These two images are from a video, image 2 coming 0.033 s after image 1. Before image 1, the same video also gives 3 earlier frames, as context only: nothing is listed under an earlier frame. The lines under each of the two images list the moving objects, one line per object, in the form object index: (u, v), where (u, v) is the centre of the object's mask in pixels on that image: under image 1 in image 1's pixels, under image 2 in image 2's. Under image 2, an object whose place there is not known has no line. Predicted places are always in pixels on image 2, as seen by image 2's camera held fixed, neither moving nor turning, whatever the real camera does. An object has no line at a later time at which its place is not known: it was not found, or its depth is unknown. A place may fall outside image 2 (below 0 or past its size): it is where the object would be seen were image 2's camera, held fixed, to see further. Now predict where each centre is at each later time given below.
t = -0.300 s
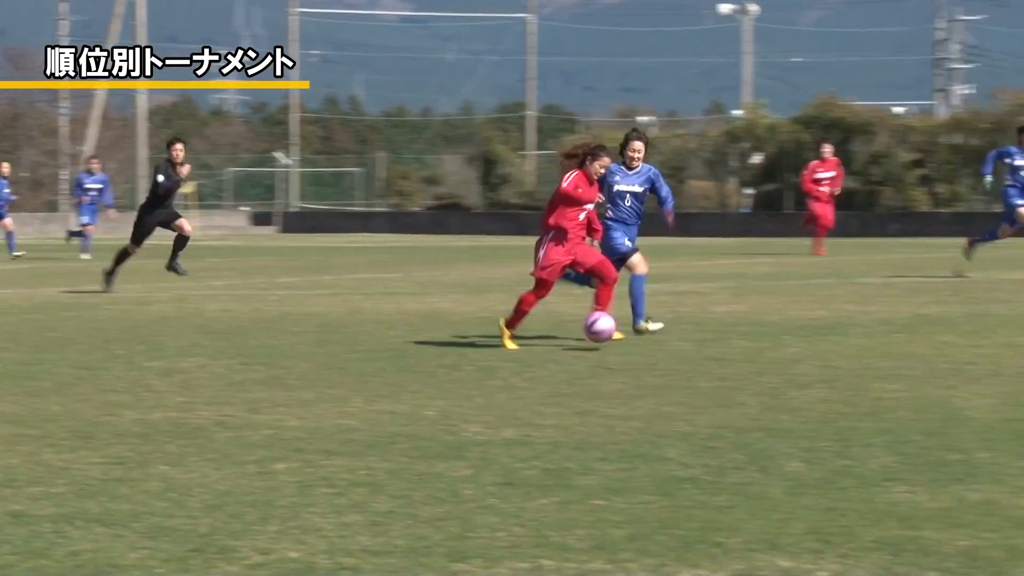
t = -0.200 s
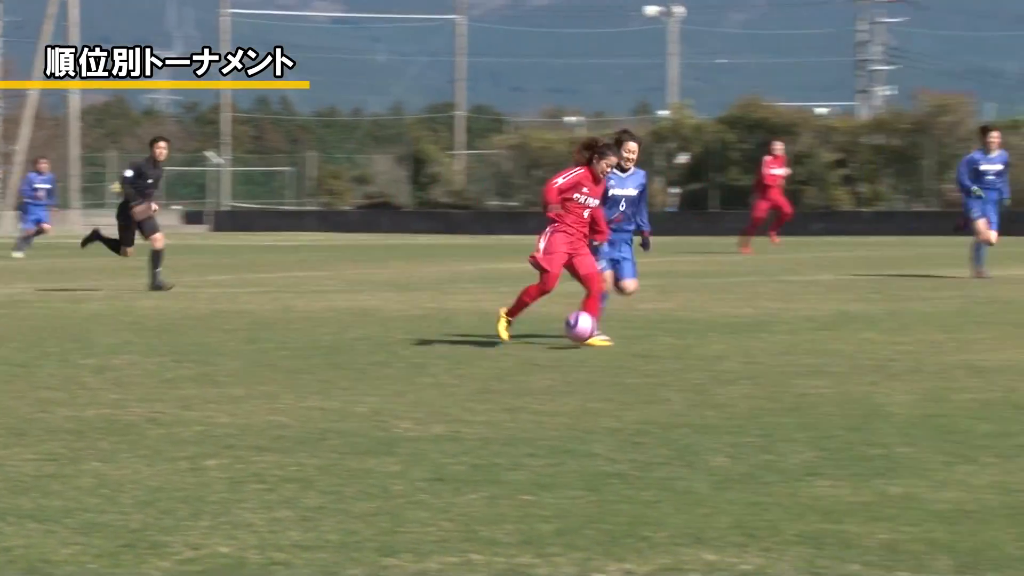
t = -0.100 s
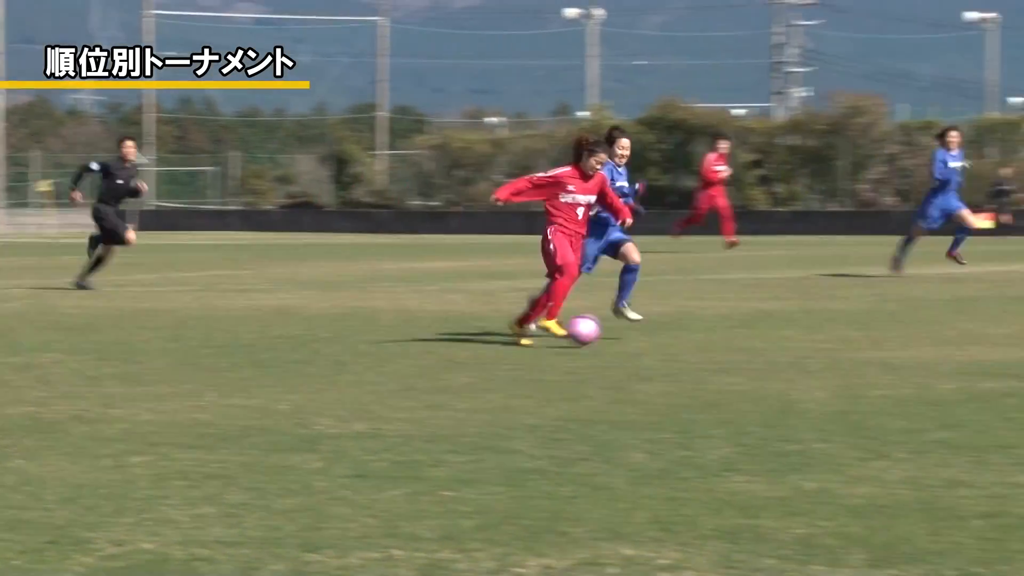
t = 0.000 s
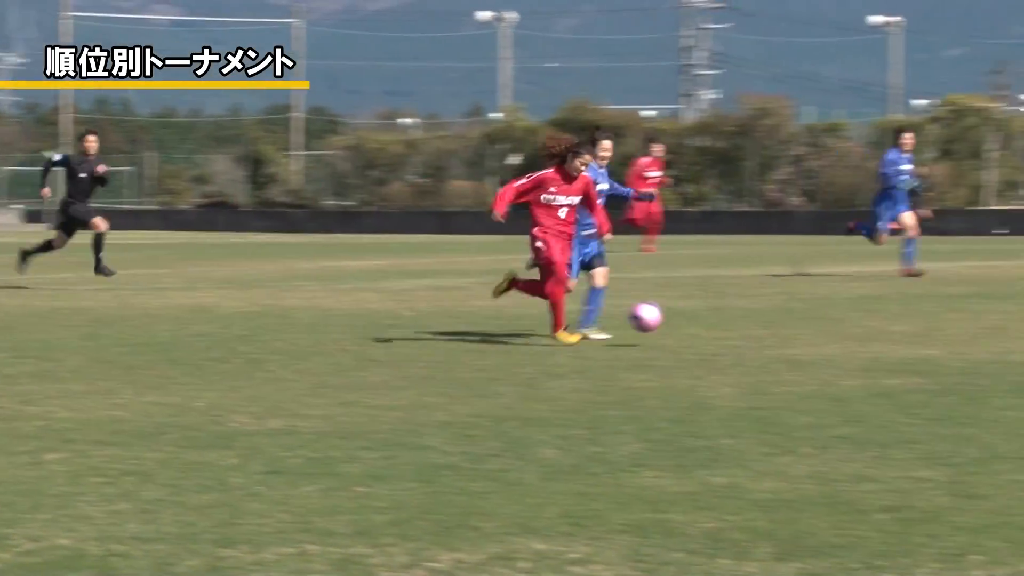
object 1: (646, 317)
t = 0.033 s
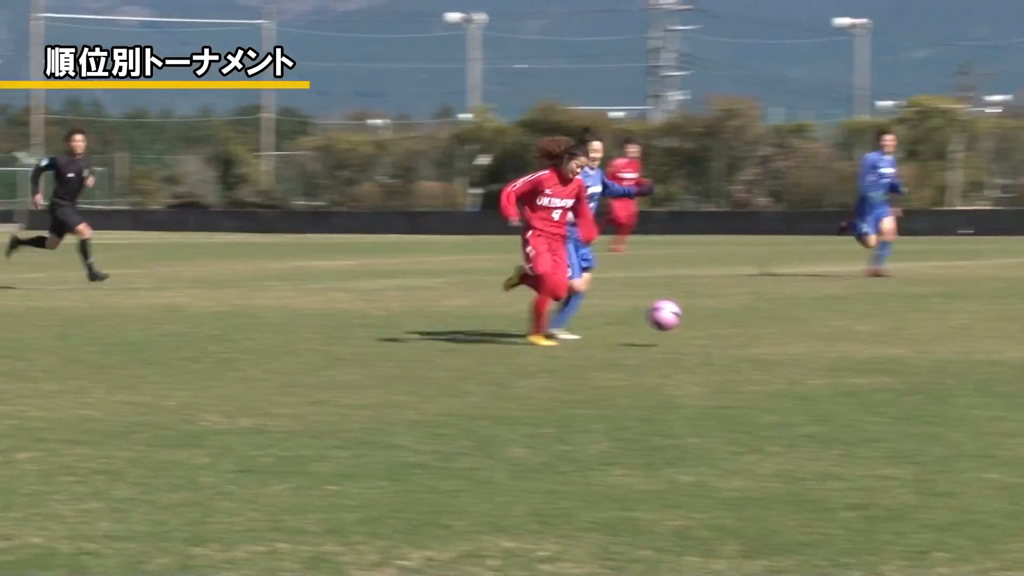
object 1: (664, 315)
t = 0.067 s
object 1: (714, 316)
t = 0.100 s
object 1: (766, 318)
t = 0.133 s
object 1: (818, 323)
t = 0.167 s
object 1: (871, 330)
